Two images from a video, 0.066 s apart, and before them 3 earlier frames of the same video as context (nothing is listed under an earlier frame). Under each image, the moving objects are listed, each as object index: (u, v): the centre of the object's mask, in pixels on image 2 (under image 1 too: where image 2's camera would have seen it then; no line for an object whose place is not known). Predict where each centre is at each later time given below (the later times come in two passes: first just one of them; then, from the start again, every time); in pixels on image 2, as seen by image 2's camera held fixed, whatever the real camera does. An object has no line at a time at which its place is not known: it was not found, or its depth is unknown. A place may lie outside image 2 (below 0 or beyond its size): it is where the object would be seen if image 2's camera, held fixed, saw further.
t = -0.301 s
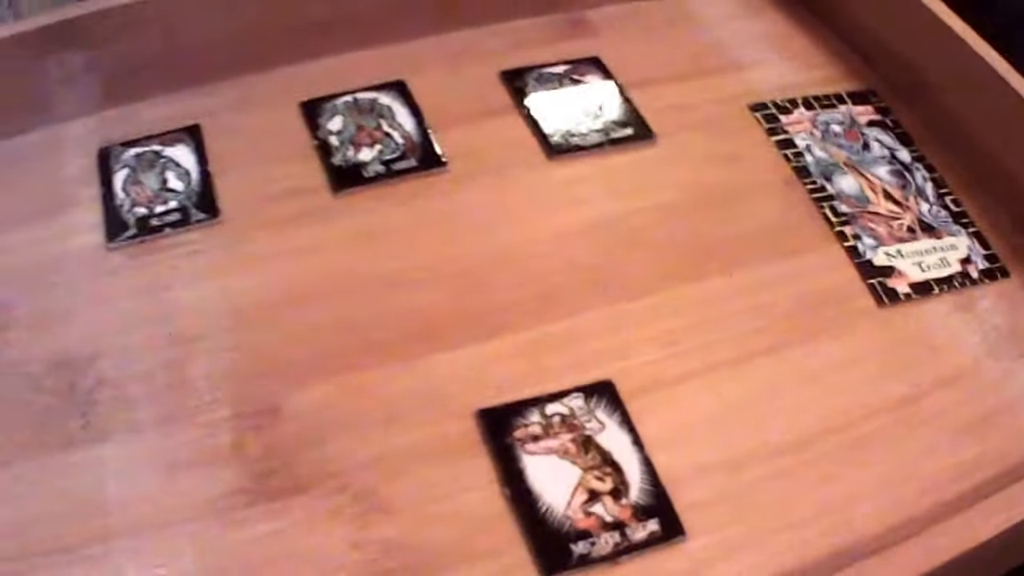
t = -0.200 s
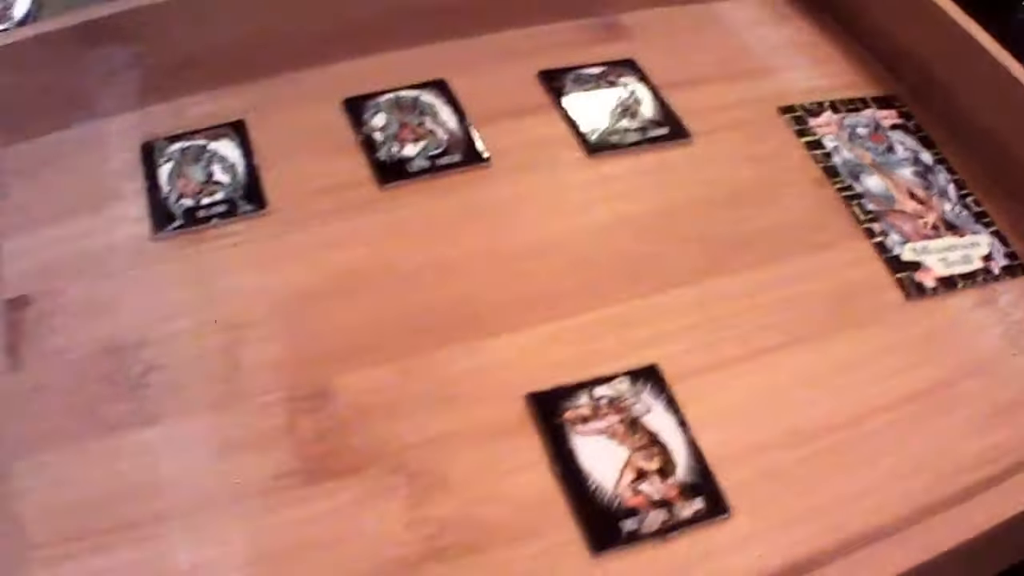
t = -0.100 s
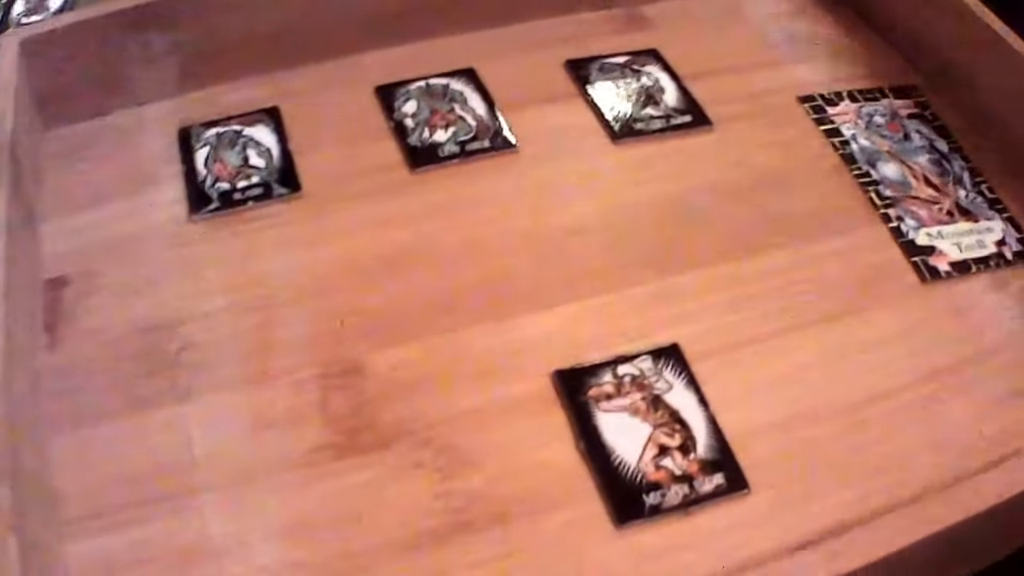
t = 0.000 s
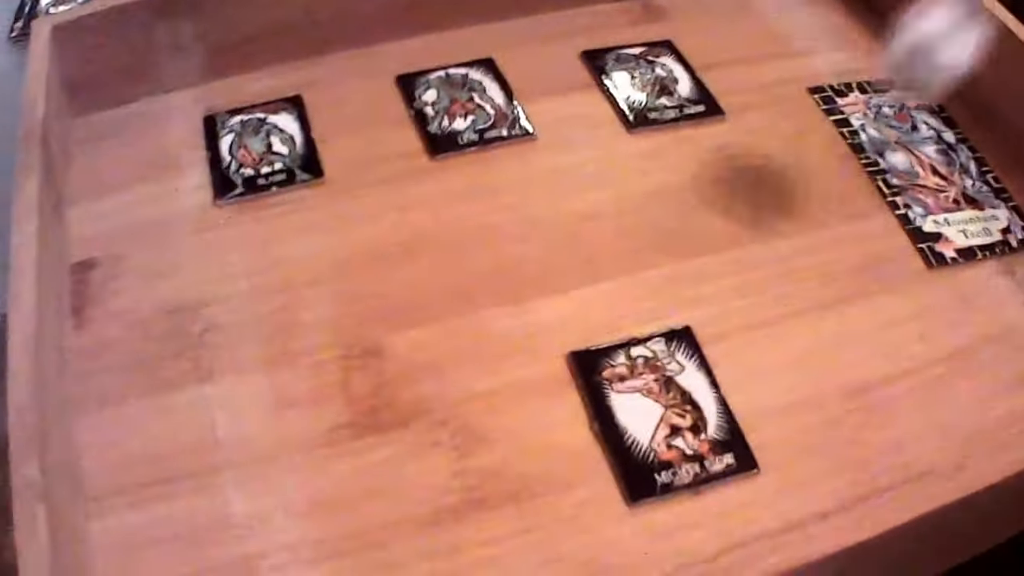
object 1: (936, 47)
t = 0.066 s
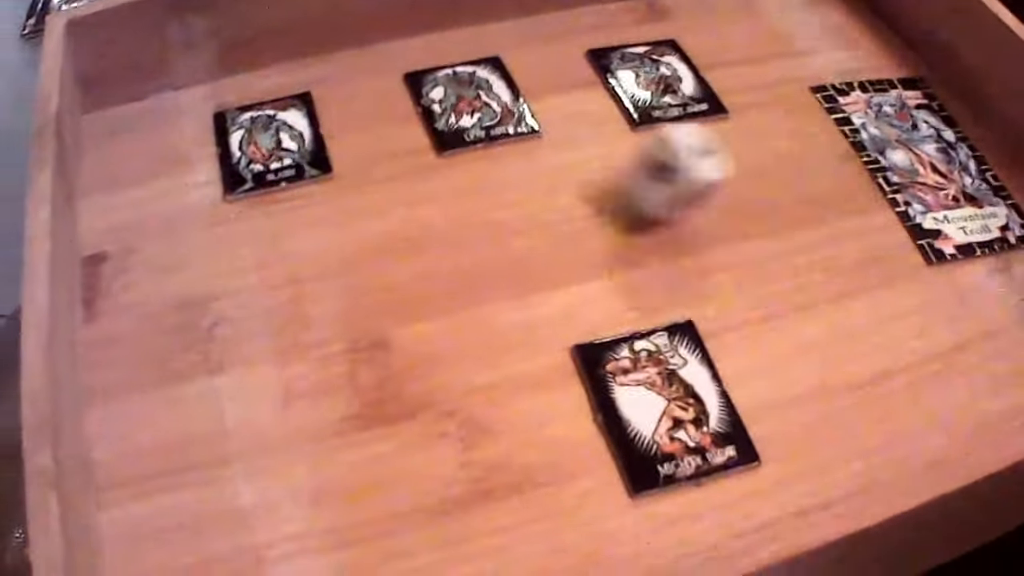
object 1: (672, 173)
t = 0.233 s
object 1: (241, 154)
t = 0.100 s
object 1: (578, 173)
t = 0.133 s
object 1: (445, 164)
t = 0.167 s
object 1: (365, 161)
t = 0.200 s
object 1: (299, 157)
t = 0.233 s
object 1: (241, 154)
